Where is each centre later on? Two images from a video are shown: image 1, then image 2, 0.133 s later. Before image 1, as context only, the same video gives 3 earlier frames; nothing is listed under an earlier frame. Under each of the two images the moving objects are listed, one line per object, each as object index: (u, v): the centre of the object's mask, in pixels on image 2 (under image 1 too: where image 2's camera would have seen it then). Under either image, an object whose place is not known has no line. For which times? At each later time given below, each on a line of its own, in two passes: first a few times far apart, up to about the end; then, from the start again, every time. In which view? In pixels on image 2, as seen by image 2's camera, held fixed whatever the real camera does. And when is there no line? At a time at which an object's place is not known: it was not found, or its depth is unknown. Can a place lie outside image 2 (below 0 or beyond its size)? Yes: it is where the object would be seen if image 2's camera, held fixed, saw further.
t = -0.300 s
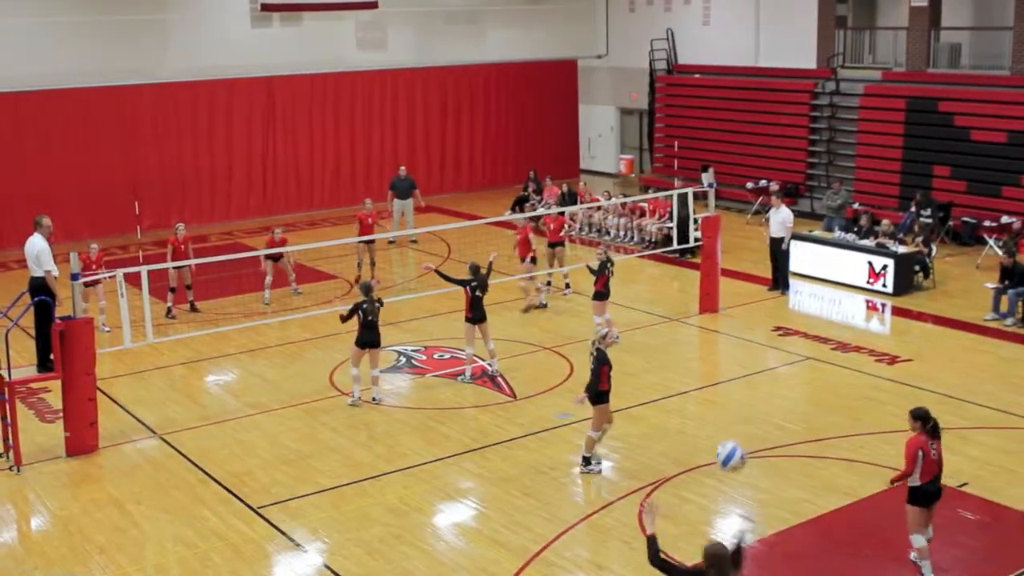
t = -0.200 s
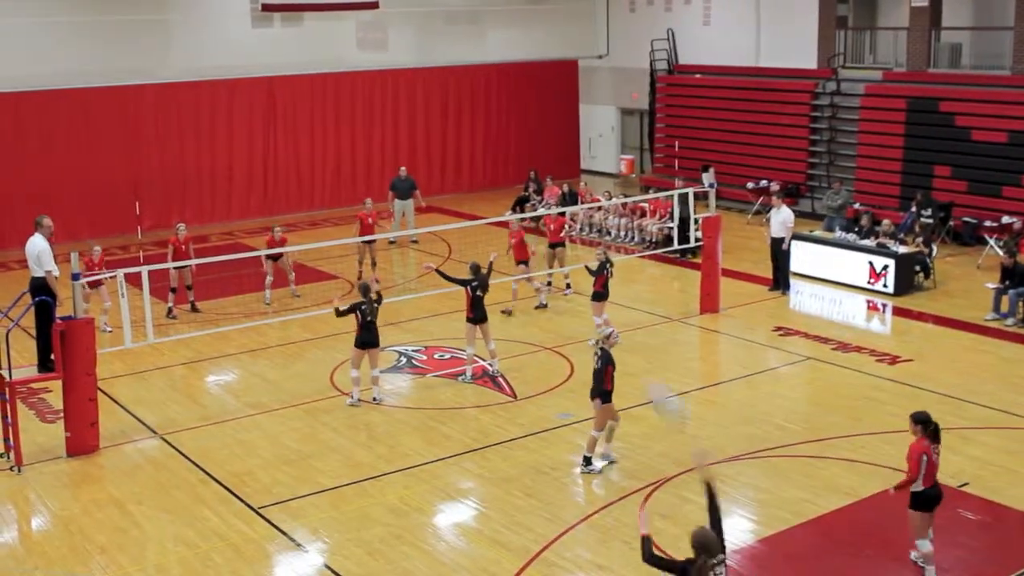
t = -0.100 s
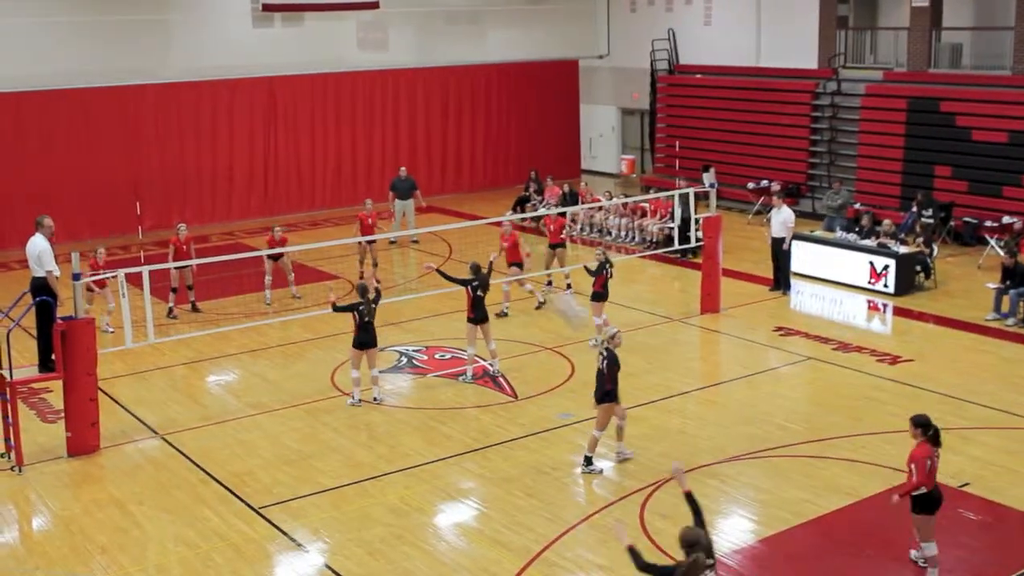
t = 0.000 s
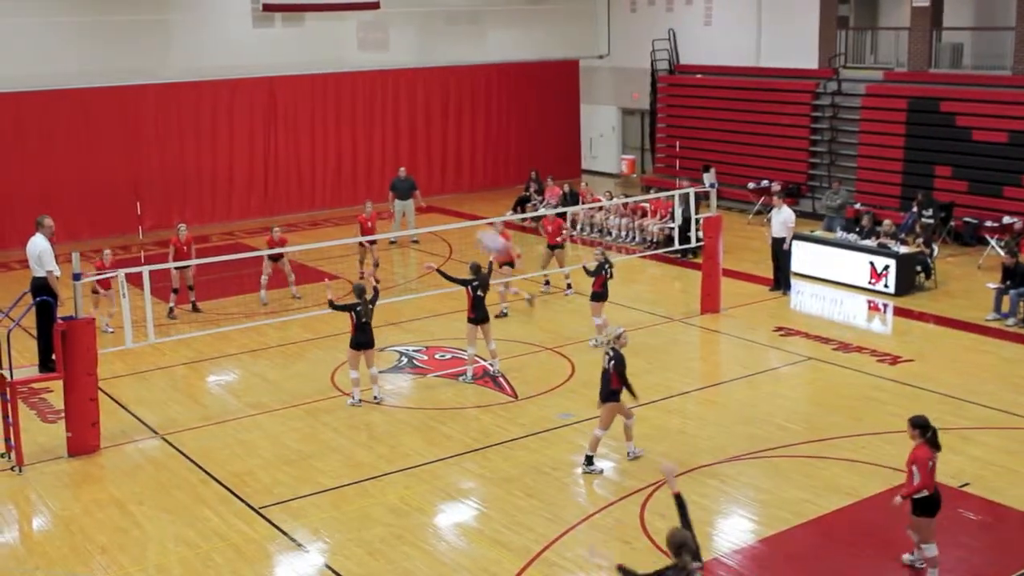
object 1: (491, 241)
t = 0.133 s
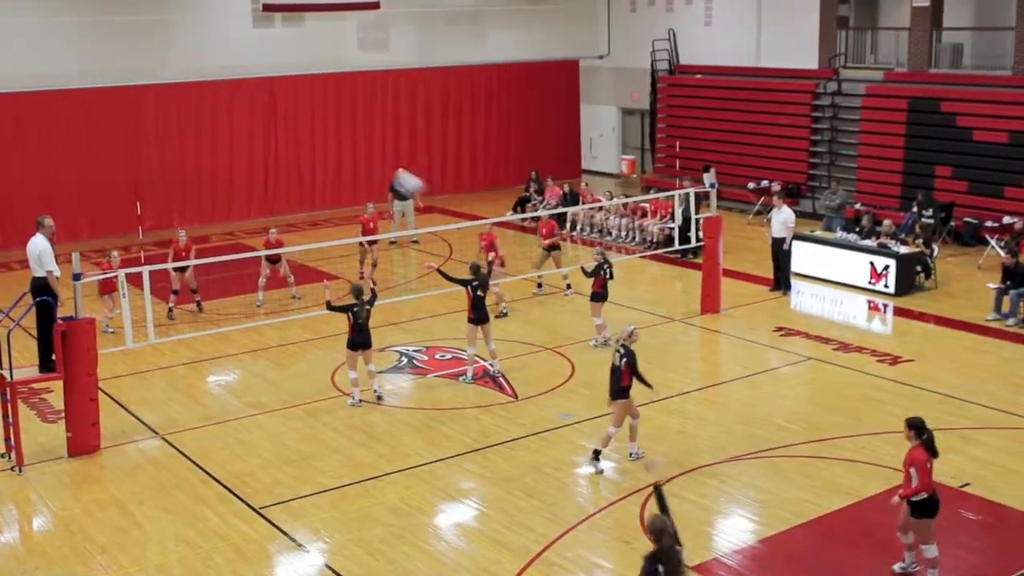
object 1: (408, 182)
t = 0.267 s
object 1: (342, 153)
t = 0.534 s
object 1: (250, 149)
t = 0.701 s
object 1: (207, 171)
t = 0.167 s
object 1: (390, 172)
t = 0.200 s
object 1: (374, 166)
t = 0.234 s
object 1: (357, 158)
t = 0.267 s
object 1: (342, 153)
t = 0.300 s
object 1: (328, 149)
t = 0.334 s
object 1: (314, 146)
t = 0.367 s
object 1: (302, 145)
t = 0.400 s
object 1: (291, 144)
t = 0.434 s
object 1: (280, 144)
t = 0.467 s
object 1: (270, 145)
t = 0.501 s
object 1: (259, 147)
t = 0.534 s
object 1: (250, 149)
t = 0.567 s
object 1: (241, 152)
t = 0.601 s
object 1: (231, 156)
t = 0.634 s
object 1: (222, 161)
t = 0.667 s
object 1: (215, 166)
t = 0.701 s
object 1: (207, 171)
